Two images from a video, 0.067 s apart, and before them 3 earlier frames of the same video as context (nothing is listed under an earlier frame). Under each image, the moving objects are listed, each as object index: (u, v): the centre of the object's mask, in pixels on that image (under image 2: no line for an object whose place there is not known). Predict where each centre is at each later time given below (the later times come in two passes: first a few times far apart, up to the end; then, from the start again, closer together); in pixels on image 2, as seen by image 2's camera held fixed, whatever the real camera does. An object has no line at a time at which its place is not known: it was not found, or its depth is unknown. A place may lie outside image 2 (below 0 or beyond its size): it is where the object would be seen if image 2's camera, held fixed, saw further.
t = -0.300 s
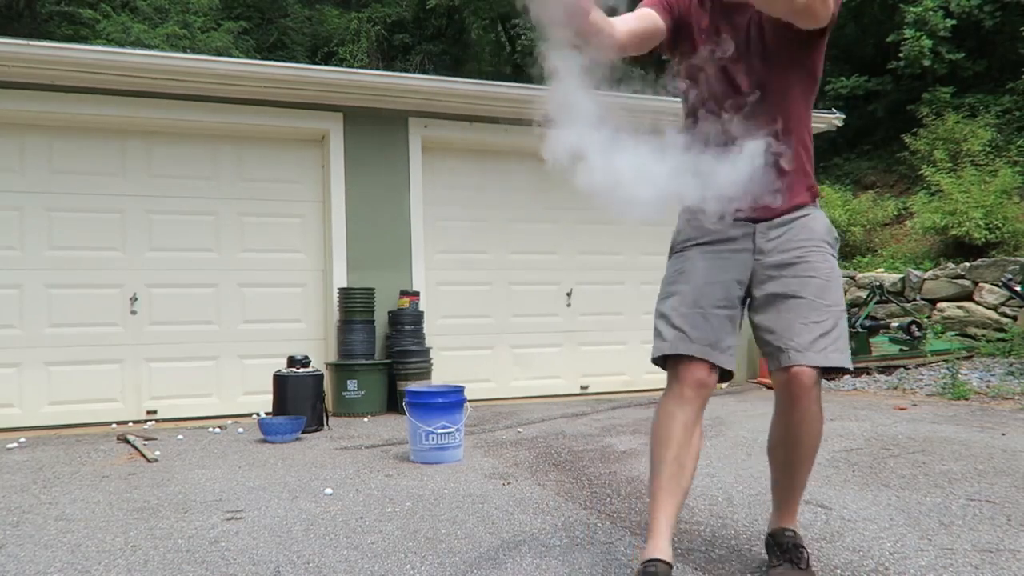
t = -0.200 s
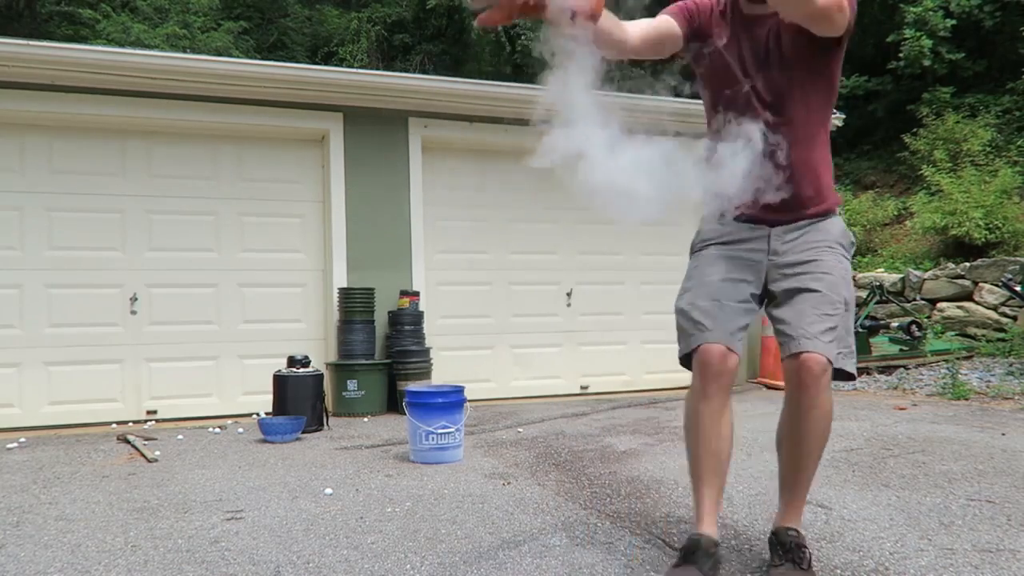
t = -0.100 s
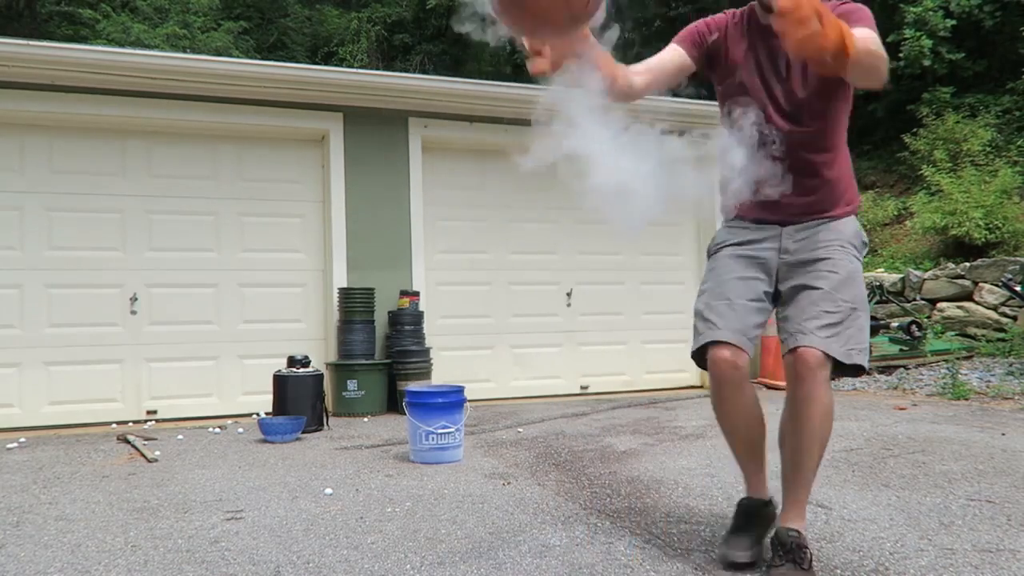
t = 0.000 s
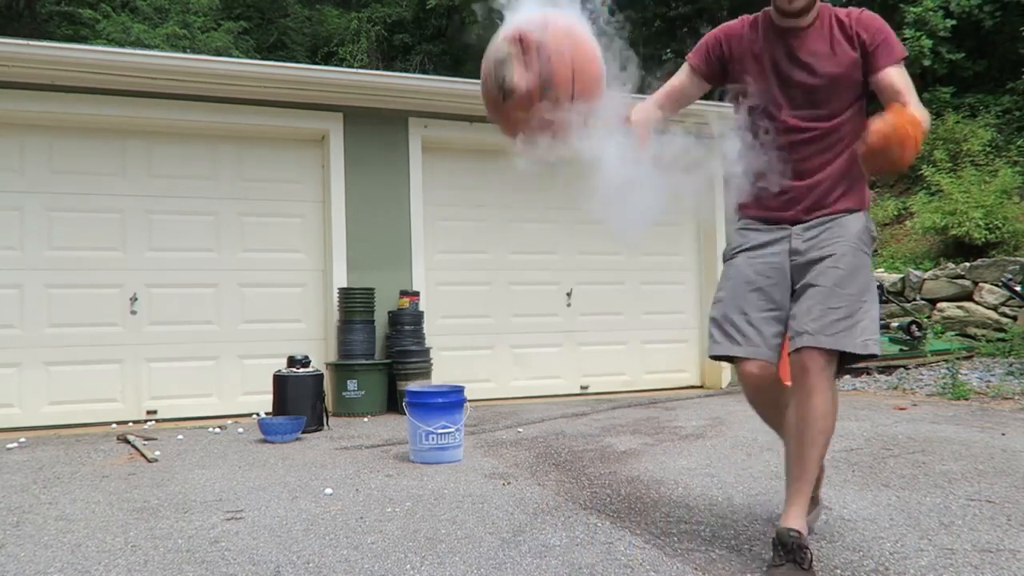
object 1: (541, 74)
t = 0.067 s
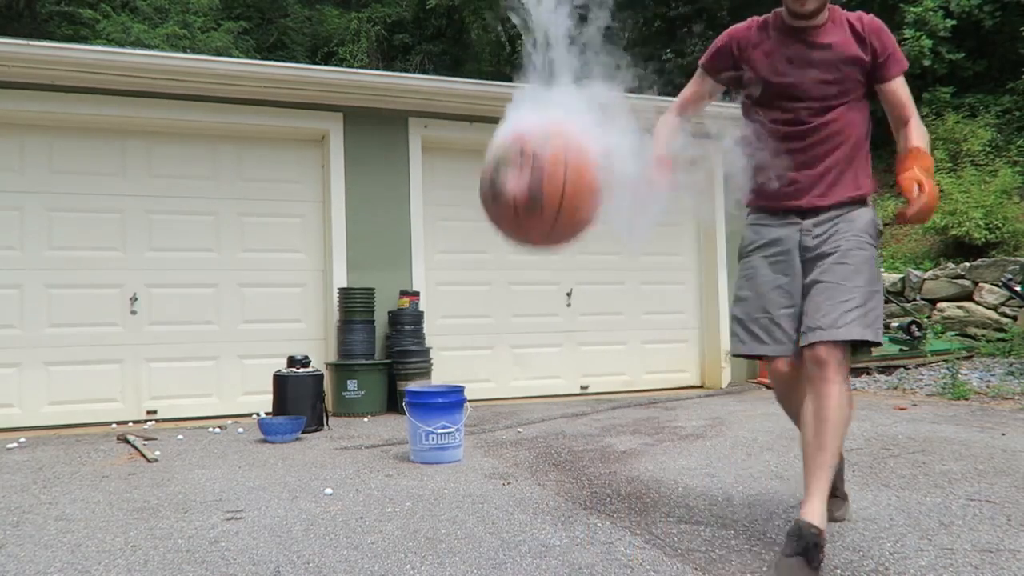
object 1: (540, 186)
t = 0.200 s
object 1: (540, 467)
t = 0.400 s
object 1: (534, 478)
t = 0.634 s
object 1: (529, 395)
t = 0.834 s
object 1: (532, 534)
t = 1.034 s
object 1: (541, 515)
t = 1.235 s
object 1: (556, 498)
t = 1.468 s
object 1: (579, 559)
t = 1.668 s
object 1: (609, 538)
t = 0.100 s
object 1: (541, 244)
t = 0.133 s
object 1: (541, 311)
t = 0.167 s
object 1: (540, 385)
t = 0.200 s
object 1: (540, 467)
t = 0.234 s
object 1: (539, 535)
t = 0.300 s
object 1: (537, 557)
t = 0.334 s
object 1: (536, 537)
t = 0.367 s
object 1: (535, 513)
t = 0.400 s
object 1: (534, 478)
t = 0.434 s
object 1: (533, 450)
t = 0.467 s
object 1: (532, 426)
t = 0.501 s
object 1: (531, 408)
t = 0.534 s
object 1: (531, 395)
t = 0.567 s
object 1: (530, 391)
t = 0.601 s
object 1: (530, 389)
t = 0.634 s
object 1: (529, 395)
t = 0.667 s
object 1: (529, 405)
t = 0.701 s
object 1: (530, 420)
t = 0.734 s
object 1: (531, 446)
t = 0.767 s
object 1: (531, 476)
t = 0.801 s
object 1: (532, 510)
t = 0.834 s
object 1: (532, 534)
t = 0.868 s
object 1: (540, 561)
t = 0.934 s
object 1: (539, 559)
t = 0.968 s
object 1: (537, 544)
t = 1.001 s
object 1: (539, 529)
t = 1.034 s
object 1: (541, 515)
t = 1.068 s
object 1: (543, 497)
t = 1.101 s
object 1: (545, 485)
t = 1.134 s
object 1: (547, 480)
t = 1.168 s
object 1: (550, 480)
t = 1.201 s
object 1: (553, 486)
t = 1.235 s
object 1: (556, 498)
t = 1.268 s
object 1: (559, 514)
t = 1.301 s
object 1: (563, 530)
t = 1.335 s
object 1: (567, 544)
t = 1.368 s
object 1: (570, 564)
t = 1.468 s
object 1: (579, 559)
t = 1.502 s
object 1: (585, 550)
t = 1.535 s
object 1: (589, 543)
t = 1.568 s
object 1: (594, 537)
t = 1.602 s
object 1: (599, 534)
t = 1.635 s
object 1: (603, 534)
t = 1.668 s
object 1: (609, 538)
